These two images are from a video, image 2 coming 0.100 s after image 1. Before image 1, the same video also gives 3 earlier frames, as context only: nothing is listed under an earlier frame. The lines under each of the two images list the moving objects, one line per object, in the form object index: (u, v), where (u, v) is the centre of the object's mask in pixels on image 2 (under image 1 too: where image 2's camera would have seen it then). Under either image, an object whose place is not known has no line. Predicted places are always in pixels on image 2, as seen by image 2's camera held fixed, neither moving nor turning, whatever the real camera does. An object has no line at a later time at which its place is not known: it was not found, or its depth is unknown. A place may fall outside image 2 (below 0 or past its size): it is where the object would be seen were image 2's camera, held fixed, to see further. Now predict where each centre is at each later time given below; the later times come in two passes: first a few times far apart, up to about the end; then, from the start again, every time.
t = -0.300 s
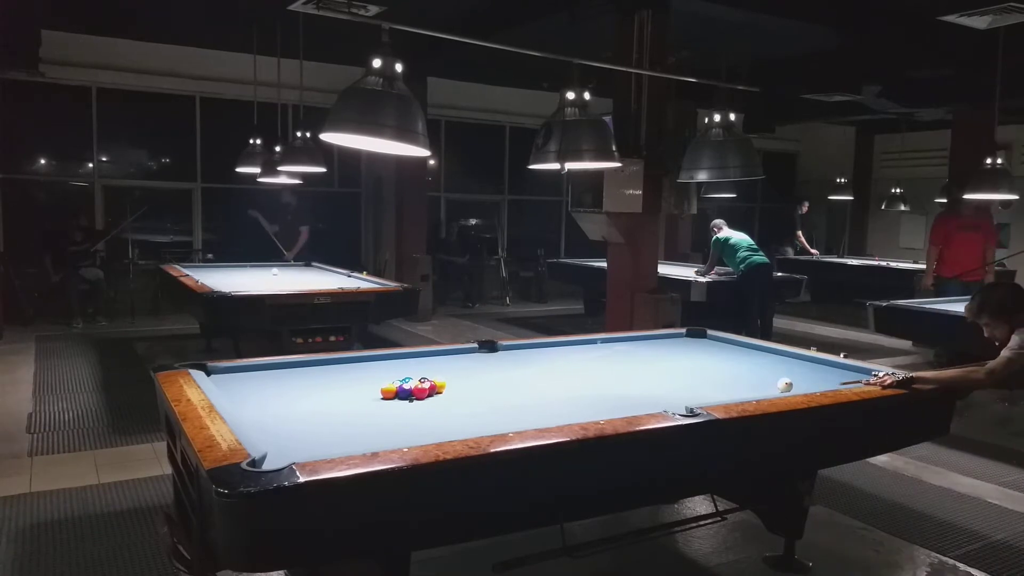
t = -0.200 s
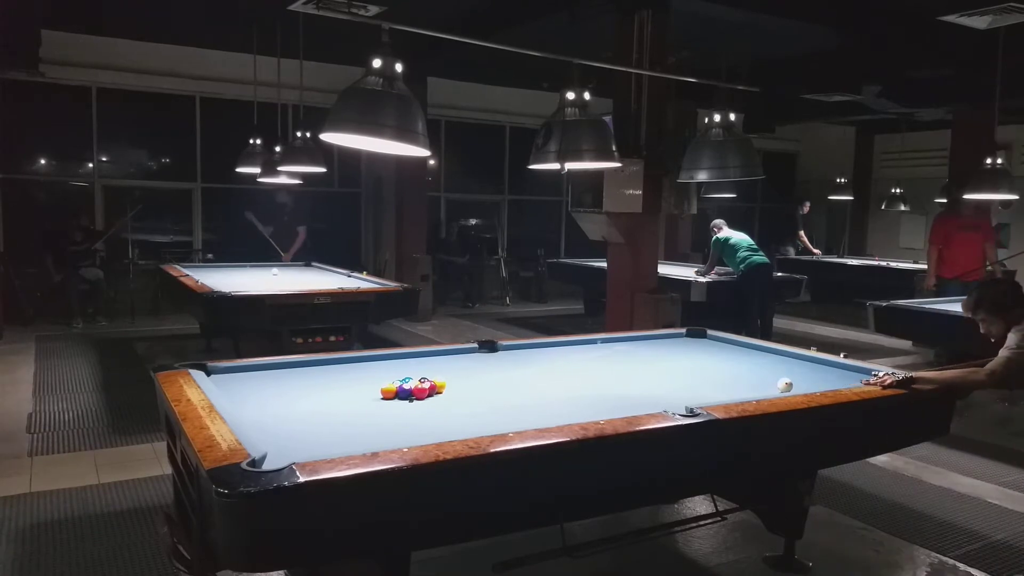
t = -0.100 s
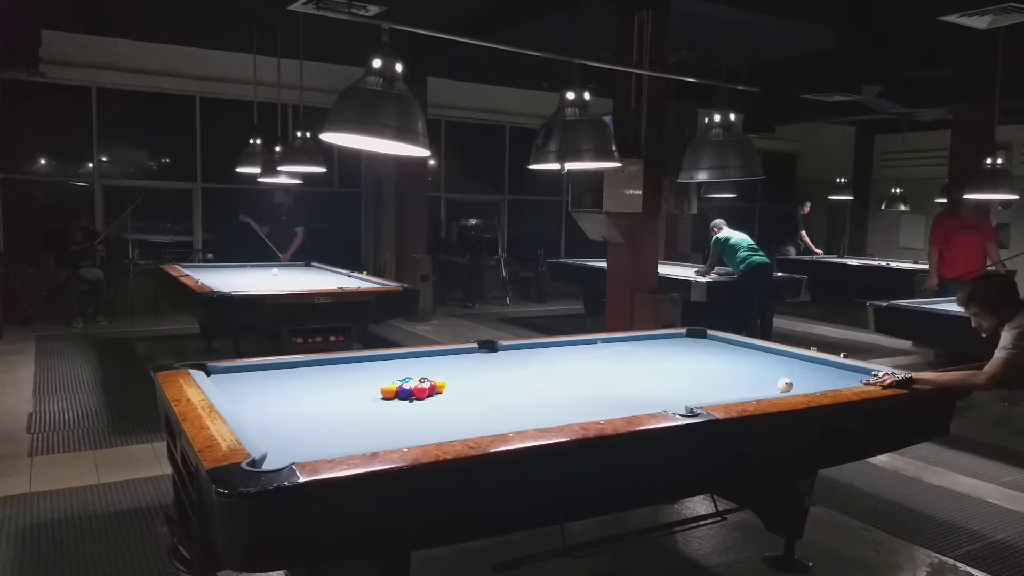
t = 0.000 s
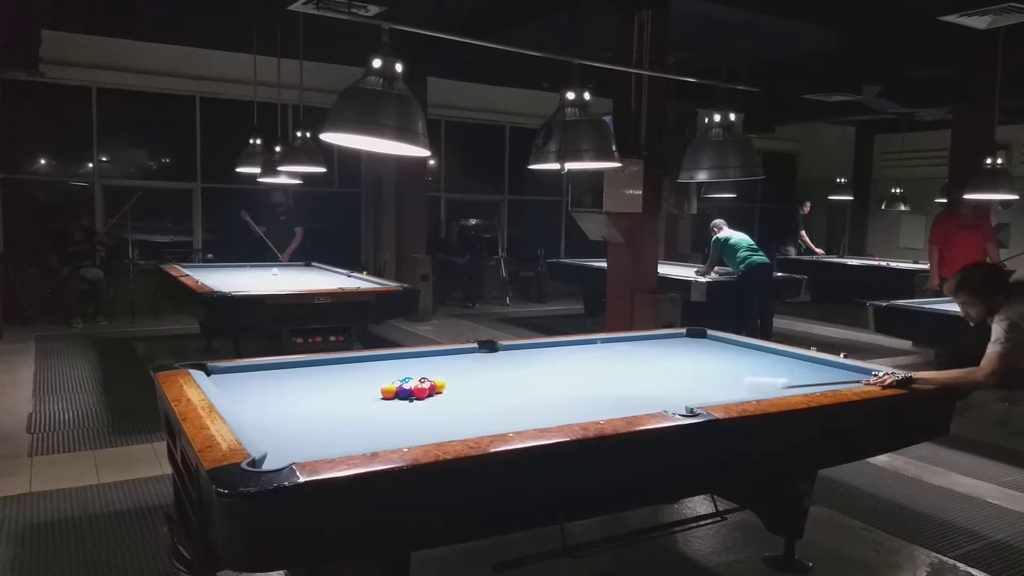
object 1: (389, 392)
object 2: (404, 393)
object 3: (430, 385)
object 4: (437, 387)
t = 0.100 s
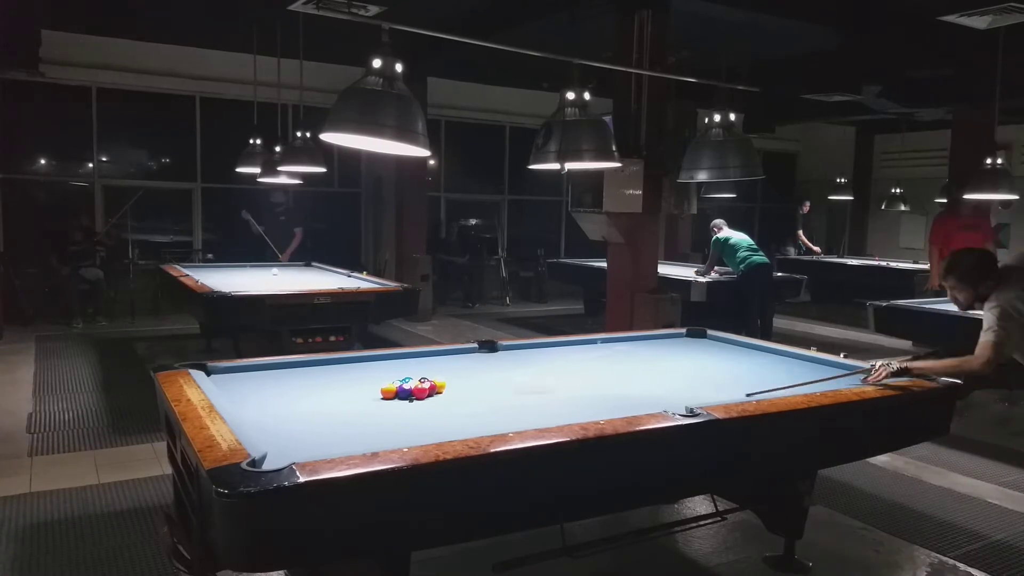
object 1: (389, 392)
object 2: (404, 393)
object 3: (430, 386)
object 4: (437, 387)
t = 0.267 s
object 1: (301, 412)
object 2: (365, 407)
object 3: (443, 389)
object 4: (442, 373)
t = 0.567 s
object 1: (343, 419)
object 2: (276, 441)
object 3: (471, 390)
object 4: (447, 353)
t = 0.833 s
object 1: (440, 414)
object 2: (338, 446)
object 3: (493, 394)
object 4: (491, 355)
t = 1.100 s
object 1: (529, 410)
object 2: (388, 438)
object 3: (514, 396)
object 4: (540, 361)
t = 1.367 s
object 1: (611, 406)
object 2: (424, 425)
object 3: (534, 398)
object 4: (591, 366)
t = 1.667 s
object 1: (697, 400)
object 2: (458, 412)
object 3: (556, 400)
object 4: (649, 372)
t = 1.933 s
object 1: (741, 394)
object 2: (484, 402)
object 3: (573, 402)
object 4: (703, 377)
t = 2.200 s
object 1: (772, 388)
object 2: (506, 394)
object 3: (589, 404)
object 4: (756, 381)
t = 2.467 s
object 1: (807, 385)
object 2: (525, 387)
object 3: (603, 406)
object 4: (801, 378)
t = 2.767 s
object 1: (831, 382)
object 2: (544, 379)
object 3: (617, 406)
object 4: (846, 378)
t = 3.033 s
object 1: (839, 379)
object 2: (559, 373)
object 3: (628, 406)
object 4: (881, 375)
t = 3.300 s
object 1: (847, 375)
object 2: (572, 369)
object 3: (636, 406)
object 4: (899, 376)
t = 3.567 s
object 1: (853, 372)
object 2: (585, 364)
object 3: (644, 406)
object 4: (894, 374)
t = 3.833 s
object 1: (854, 369)
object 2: (596, 360)
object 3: (649, 406)
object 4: (893, 374)
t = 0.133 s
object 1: (389, 392)
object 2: (403, 393)
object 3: (431, 385)
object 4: (437, 388)
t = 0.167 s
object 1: (367, 397)
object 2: (394, 397)
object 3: (429, 385)
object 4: (440, 381)
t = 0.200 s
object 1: (345, 403)
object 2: (385, 401)
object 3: (436, 389)
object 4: (439, 378)
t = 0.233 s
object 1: (323, 407)
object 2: (375, 402)
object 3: (440, 389)
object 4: (441, 375)
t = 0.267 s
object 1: (301, 412)
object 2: (365, 407)
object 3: (443, 389)
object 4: (442, 373)
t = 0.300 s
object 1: (279, 416)
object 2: (356, 410)
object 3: (446, 389)
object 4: (442, 370)
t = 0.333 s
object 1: (257, 421)
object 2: (347, 415)
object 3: (449, 390)
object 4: (442, 368)
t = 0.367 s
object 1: (258, 422)
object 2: (338, 417)
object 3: (451, 389)
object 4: (444, 366)
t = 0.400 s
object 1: (274, 422)
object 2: (329, 421)
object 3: (454, 389)
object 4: (444, 364)
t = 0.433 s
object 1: (289, 421)
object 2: (319, 425)
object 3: (457, 389)
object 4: (445, 361)
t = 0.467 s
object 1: (301, 417)
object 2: (309, 428)
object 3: (460, 389)
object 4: (445, 359)
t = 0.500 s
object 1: (317, 419)
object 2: (298, 433)
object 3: (464, 389)
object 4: (446, 357)
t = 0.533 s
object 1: (330, 419)
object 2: (288, 437)
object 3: (468, 389)
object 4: (447, 355)
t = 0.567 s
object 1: (343, 419)
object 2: (276, 441)
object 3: (471, 390)
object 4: (447, 353)
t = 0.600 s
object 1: (355, 418)
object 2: (271, 444)
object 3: (474, 391)
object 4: (448, 352)
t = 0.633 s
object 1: (368, 417)
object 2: (281, 445)
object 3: (477, 392)
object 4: (454, 352)
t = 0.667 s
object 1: (381, 417)
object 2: (290, 445)
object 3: (479, 392)
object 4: (460, 353)
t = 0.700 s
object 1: (393, 417)
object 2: (301, 442)
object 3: (482, 393)
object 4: (466, 353)
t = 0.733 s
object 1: (405, 415)
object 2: (310, 446)
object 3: (485, 393)
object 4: (472, 354)
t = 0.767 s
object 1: (417, 415)
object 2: (319, 446)
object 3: (487, 393)
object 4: (479, 354)
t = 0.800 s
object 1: (429, 414)
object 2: (329, 446)
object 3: (490, 394)
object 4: (485, 355)
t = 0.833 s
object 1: (440, 414)
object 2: (338, 446)
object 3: (493, 394)
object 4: (491, 355)
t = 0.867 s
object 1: (452, 413)
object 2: (347, 446)
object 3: (496, 394)
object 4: (497, 356)
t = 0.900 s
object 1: (463, 413)
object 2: (356, 445)
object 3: (498, 395)
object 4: (503, 356)
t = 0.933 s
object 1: (473, 410)
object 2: (361, 444)
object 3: (501, 395)
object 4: (509, 357)
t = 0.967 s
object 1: (486, 409)
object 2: (367, 443)
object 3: (504, 395)
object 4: (516, 358)
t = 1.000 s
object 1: (497, 411)
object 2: (372, 441)
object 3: (507, 395)
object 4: (522, 358)
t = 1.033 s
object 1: (508, 409)
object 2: (378, 440)
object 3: (509, 394)
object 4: (528, 358)
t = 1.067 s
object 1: (518, 409)
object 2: (383, 438)
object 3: (512, 395)
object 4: (534, 359)
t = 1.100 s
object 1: (529, 410)
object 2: (388, 438)
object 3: (514, 396)
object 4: (540, 361)
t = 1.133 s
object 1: (540, 410)
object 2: (393, 436)
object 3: (517, 396)
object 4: (547, 361)
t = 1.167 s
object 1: (550, 409)
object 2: (398, 434)
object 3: (520, 397)
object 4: (553, 361)
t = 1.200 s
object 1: (561, 409)
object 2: (402, 433)
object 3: (522, 397)
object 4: (559, 362)
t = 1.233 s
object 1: (571, 409)
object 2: (407, 431)
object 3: (525, 397)
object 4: (566, 364)
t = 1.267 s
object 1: (581, 408)
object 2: (411, 430)
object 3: (527, 397)
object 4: (572, 365)
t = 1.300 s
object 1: (591, 408)
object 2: (416, 429)
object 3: (530, 398)
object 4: (579, 366)
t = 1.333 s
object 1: (602, 407)
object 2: (420, 427)
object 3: (532, 398)
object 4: (584, 366)
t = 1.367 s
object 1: (611, 406)
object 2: (424, 425)
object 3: (534, 398)
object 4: (591, 366)
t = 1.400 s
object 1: (621, 406)
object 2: (428, 424)
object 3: (537, 398)
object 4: (598, 367)
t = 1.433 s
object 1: (631, 405)
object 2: (432, 422)
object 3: (539, 399)
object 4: (604, 368)
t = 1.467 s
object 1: (641, 404)
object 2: (436, 421)
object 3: (542, 399)
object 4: (611, 369)
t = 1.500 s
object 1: (650, 403)
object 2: (440, 420)
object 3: (544, 399)
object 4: (617, 369)
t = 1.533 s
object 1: (660, 404)
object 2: (444, 418)
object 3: (546, 399)
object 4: (623, 369)
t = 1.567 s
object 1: (669, 404)
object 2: (448, 416)
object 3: (549, 399)
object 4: (630, 370)
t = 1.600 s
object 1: (679, 404)
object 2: (451, 415)
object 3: (551, 400)
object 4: (636, 371)
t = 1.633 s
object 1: (687, 401)
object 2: (455, 413)
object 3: (553, 400)
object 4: (643, 372)
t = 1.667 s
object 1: (697, 400)
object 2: (458, 412)
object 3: (556, 400)
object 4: (649, 372)
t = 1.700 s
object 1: (707, 399)
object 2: (462, 412)
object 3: (558, 401)
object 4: (656, 372)
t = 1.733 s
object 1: (715, 398)
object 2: (465, 410)
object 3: (560, 401)
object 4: (663, 373)
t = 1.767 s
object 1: (720, 397)
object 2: (468, 408)
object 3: (562, 401)
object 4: (669, 374)
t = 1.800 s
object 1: (724, 397)
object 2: (472, 407)
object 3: (565, 401)
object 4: (677, 375)
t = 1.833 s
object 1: (728, 396)
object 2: (475, 406)
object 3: (567, 402)
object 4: (683, 376)
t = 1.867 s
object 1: (733, 396)
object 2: (478, 404)
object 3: (569, 402)
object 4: (689, 376)
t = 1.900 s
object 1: (737, 394)
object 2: (481, 402)
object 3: (571, 402)
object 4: (696, 376)
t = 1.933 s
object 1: (741, 394)
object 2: (484, 402)
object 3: (573, 402)
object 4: (703, 377)
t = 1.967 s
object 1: (745, 393)
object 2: (487, 400)
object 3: (575, 402)
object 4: (709, 377)
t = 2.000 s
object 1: (749, 393)
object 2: (490, 399)
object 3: (577, 403)
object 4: (717, 378)
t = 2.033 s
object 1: (753, 392)
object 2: (493, 398)
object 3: (579, 403)
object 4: (723, 379)
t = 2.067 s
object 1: (757, 391)
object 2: (495, 398)
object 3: (581, 403)
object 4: (729, 379)
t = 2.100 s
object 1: (761, 390)
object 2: (498, 397)
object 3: (583, 403)
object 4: (736, 380)
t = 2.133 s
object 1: (764, 389)
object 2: (501, 395)
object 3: (585, 404)
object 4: (743, 380)
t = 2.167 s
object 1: (768, 389)
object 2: (503, 395)
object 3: (587, 404)
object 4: (749, 381)
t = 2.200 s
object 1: (772, 388)
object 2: (506, 394)
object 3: (589, 404)
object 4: (756, 381)
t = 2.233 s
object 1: (776, 387)
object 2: (508, 393)
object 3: (590, 404)
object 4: (762, 382)
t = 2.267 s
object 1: (779, 386)
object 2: (511, 392)
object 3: (592, 405)
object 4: (768, 382)
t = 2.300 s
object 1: (783, 386)
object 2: (513, 391)
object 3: (594, 405)
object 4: (774, 381)
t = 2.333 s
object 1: (787, 386)
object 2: (516, 390)
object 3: (596, 405)
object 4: (780, 381)
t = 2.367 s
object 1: (792, 385)
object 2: (518, 389)
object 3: (598, 405)
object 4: (785, 380)
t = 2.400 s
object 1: (797, 385)
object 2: (521, 388)
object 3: (599, 405)
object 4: (790, 379)
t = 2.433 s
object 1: (803, 385)
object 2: (523, 387)
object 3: (601, 405)
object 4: (795, 380)
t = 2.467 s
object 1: (807, 385)
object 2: (525, 387)
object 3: (603, 406)
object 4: (801, 378)
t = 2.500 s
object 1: (811, 384)
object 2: (527, 385)
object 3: (605, 406)
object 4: (806, 378)
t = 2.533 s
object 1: (817, 384)
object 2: (530, 385)
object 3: (606, 406)
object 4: (811, 378)
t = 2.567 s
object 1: (821, 384)
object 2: (532, 384)
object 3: (608, 406)
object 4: (816, 378)
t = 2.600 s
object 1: (825, 383)
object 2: (534, 383)
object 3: (609, 406)
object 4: (821, 377)
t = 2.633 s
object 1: (827, 383)
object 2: (536, 382)
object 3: (611, 406)
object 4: (826, 377)
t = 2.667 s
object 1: (829, 383)
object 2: (538, 381)
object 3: (613, 406)
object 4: (833, 377)
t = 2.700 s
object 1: (830, 383)
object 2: (540, 380)
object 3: (614, 406)
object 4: (837, 378)
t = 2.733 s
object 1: (830, 383)
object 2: (542, 380)
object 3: (616, 406)
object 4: (842, 378)
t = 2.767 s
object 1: (831, 382)
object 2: (544, 379)
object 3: (617, 406)
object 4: (846, 378)
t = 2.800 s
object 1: (832, 382)
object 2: (546, 378)
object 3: (619, 406)
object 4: (851, 377)
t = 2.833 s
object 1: (833, 382)
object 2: (548, 378)
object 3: (620, 406)
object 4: (855, 377)
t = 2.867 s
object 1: (834, 381)
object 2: (550, 377)
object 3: (621, 406)
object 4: (860, 376)
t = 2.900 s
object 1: (835, 381)
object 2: (552, 376)
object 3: (623, 406)
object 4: (864, 376)
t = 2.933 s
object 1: (836, 381)
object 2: (554, 376)
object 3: (624, 406)
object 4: (869, 376)
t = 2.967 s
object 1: (837, 380)
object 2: (555, 375)
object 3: (625, 406)
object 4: (873, 375)
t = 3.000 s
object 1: (838, 380)
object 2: (557, 374)
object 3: (626, 406)
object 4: (877, 375)
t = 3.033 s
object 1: (839, 379)
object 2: (559, 373)
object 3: (628, 406)
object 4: (881, 375)
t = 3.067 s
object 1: (840, 379)
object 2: (561, 373)
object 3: (629, 406)
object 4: (886, 374)
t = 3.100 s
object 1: (841, 379)
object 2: (562, 372)
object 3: (630, 406)
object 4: (889, 374)
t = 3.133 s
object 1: (842, 378)
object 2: (564, 372)
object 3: (631, 406)
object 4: (891, 375)
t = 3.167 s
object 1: (843, 378)
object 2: (566, 371)
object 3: (632, 406)
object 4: (893, 375)
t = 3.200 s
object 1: (844, 377)
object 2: (568, 370)
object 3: (633, 406)
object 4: (896, 375)
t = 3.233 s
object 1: (845, 377)
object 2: (569, 370)
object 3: (634, 406)
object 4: (898, 376)
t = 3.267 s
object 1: (846, 376)
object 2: (571, 369)
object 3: (635, 406)
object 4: (899, 376)
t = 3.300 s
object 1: (847, 375)
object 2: (572, 369)
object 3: (636, 406)
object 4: (899, 376)
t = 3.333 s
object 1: (848, 374)
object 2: (574, 368)
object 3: (637, 406)
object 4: (898, 376)
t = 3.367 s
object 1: (848, 374)
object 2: (576, 367)
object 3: (638, 406)
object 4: (898, 375)
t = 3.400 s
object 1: (849, 374)
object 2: (577, 367)
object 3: (639, 406)
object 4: (897, 375)
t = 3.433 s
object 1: (850, 373)
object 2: (578, 367)
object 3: (640, 406)
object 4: (897, 375)
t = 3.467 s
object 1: (851, 373)
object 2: (580, 366)
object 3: (641, 406)
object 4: (896, 375)
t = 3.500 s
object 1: (852, 373)
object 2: (582, 365)
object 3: (642, 406)
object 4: (896, 375)
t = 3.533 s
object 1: (852, 372)
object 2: (583, 365)
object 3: (643, 406)
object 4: (895, 374)
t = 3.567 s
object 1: (853, 372)
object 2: (585, 364)
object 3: (644, 406)
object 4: (894, 374)
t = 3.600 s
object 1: (854, 371)
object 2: (586, 364)
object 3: (644, 406)
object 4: (894, 374)
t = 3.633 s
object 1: (855, 371)
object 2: (587, 363)
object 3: (645, 406)
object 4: (894, 374)
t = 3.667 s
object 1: (855, 370)
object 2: (589, 363)
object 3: (646, 406)
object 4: (894, 374)
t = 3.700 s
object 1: (856, 370)
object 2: (590, 362)
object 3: (646, 406)
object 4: (893, 374)
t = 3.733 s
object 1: (857, 369)
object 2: (592, 362)
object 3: (647, 406)
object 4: (893, 374)
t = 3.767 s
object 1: (858, 369)
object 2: (593, 361)
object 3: (648, 406)
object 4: (893, 374)
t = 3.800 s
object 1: (856, 369)
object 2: (594, 361)
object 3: (648, 406)
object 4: (893, 374)
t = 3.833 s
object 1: (854, 369)
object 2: (596, 360)
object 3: (649, 406)
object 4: (893, 374)
